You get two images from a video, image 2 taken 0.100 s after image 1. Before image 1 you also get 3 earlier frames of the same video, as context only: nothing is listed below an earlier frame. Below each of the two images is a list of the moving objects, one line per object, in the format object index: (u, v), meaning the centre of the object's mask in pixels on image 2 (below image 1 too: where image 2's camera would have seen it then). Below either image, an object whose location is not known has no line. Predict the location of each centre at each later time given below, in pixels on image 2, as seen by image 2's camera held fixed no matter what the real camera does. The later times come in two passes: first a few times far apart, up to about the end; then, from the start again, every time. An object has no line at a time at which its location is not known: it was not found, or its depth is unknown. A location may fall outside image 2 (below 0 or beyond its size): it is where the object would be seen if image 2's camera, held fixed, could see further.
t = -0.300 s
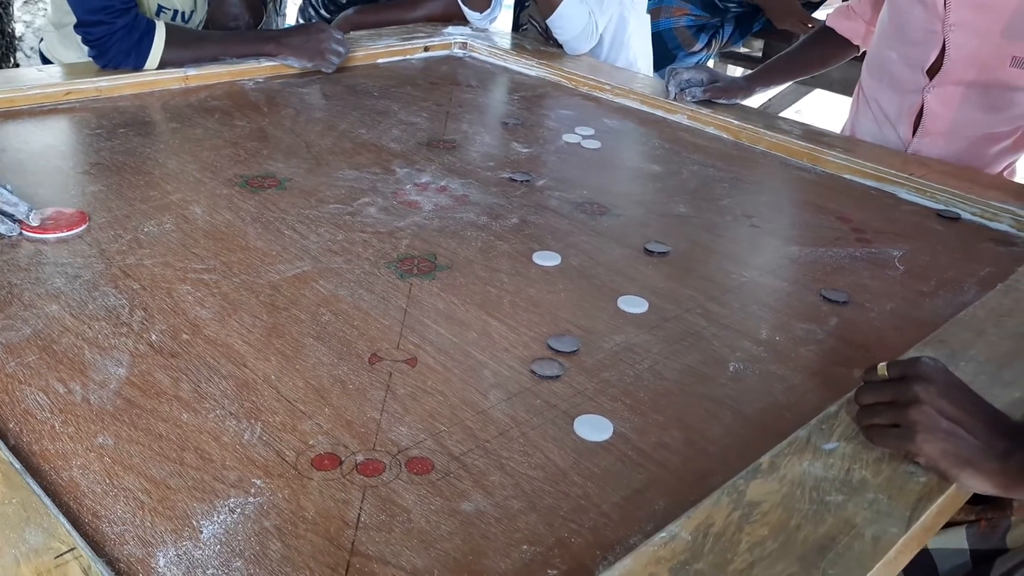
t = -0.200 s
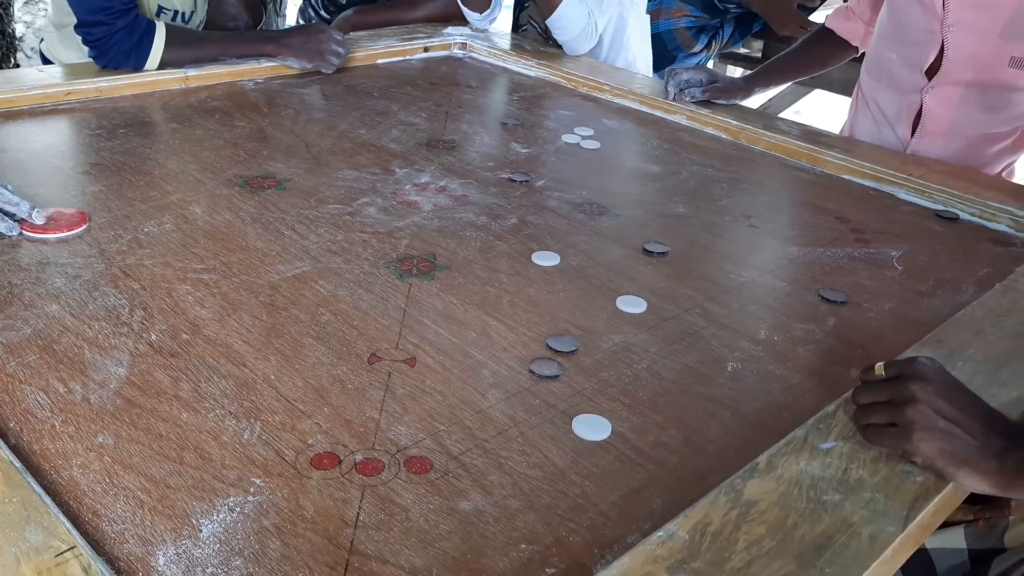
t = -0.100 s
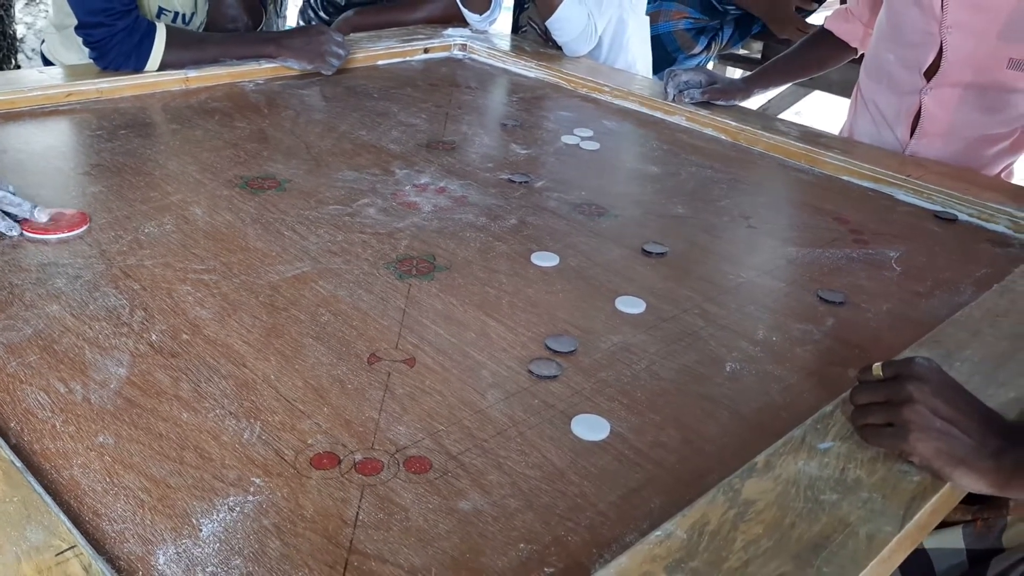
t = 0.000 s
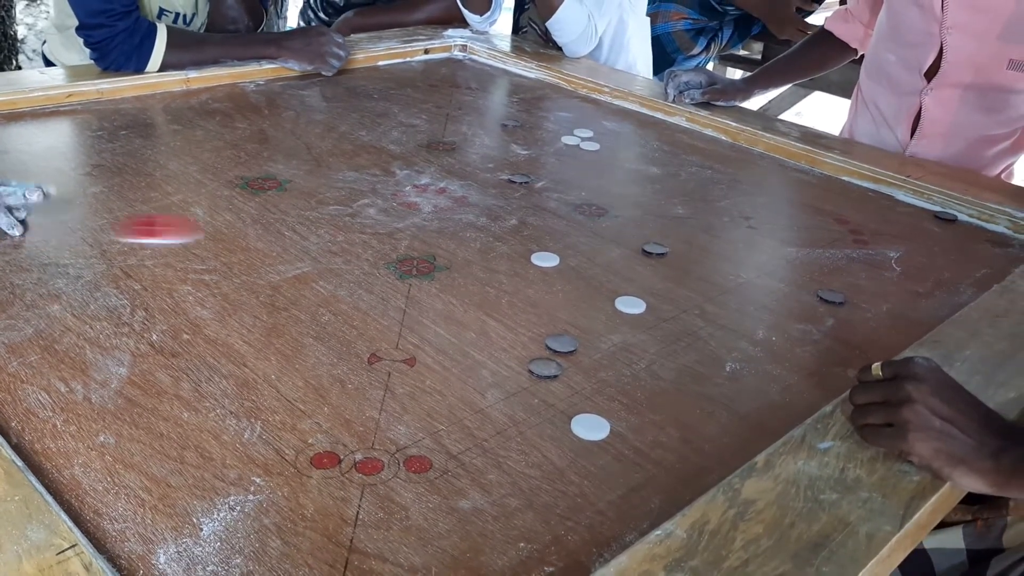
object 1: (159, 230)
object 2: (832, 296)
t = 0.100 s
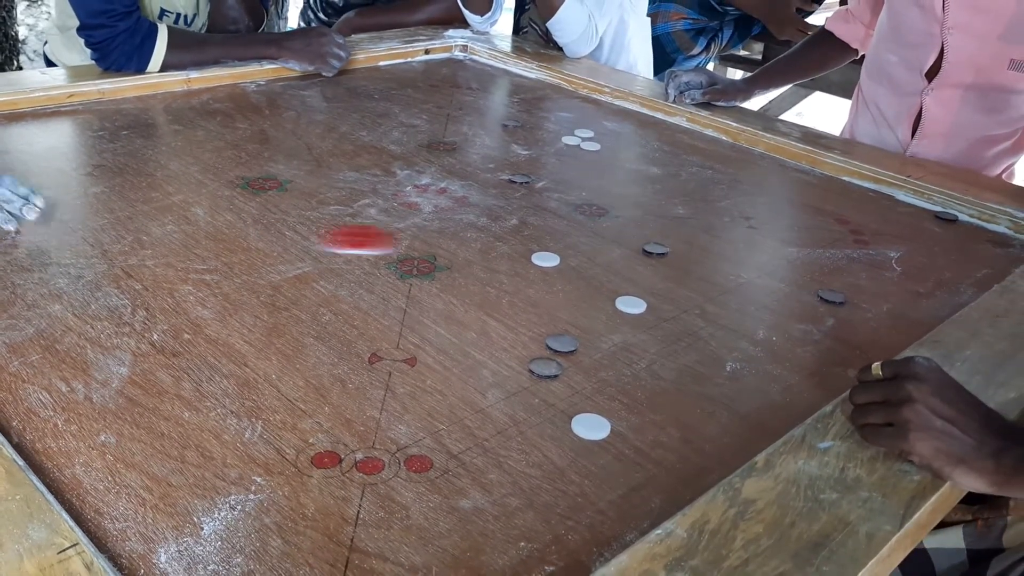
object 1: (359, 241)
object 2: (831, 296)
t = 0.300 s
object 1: (646, 251)
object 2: (831, 296)
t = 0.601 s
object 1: (865, 258)
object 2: (771, 280)
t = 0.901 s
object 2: (769, 280)
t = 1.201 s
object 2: (769, 280)
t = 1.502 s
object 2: (770, 280)
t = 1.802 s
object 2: (769, 280)
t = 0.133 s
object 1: (420, 243)
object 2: (831, 296)
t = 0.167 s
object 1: (477, 246)
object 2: (831, 296)
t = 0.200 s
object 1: (530, 249)
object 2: (831, 296)
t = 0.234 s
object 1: (573, 250)
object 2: (831, 296)
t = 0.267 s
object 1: (614, 251)
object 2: (831, 296)
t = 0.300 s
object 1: (646, 251)
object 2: (831, 296)
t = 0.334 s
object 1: (678, 252)
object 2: (831, 296)
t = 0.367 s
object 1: (704, 253)
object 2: (831, 296)
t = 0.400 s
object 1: (734, 254)
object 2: (822, 294)
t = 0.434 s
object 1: (759, 255)
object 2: (805, 289)
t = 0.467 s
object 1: (781, 255)
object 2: (794, 287)
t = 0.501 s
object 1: (804, 256)
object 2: (788, 285)
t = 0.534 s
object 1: (826, 257)
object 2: (779, 283)
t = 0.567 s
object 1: (847, 257)
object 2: (774, 281)
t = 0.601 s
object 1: (865, 258)
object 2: (771, 280)
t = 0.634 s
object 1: (882, 258)
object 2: (770, 280)
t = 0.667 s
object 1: (898, 259)
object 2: (769, 280)
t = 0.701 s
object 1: (913, 260)
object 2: (769, 280)
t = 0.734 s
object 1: (926, 261)
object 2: (769, 280)
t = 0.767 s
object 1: (938, 261)
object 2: (769, 280)
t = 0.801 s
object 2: (769, 280)
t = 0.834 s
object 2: (769, 280)
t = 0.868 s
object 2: (769, 280)
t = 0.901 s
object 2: (769, 280)
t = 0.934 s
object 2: (770, 280)
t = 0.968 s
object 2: (770, 280)
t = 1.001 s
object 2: (770, 280)
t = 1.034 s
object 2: (769, 280)
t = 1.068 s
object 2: (769, 280)
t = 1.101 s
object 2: (769, 280)
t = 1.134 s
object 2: (769, 280)
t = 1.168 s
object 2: (769, 280)
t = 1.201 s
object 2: (769, 280)
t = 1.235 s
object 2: (769, 280)
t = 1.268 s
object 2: (769, 280)
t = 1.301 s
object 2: (770, 280)
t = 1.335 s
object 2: (770, 280)
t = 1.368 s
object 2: (770, 280)
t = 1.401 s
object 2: (770, 280)
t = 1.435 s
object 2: (770, 280)
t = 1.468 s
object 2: (770, 280)
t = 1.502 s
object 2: (770, 280)
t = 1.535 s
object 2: (770, 280)
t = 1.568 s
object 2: (770, 280)
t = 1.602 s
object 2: (769, 280)
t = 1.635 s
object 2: (769, 280)
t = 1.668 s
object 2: (770, 280)
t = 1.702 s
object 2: (769, 280)
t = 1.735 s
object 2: (769, 280)
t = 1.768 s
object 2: (769, 280)
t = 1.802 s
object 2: (769, 280)
